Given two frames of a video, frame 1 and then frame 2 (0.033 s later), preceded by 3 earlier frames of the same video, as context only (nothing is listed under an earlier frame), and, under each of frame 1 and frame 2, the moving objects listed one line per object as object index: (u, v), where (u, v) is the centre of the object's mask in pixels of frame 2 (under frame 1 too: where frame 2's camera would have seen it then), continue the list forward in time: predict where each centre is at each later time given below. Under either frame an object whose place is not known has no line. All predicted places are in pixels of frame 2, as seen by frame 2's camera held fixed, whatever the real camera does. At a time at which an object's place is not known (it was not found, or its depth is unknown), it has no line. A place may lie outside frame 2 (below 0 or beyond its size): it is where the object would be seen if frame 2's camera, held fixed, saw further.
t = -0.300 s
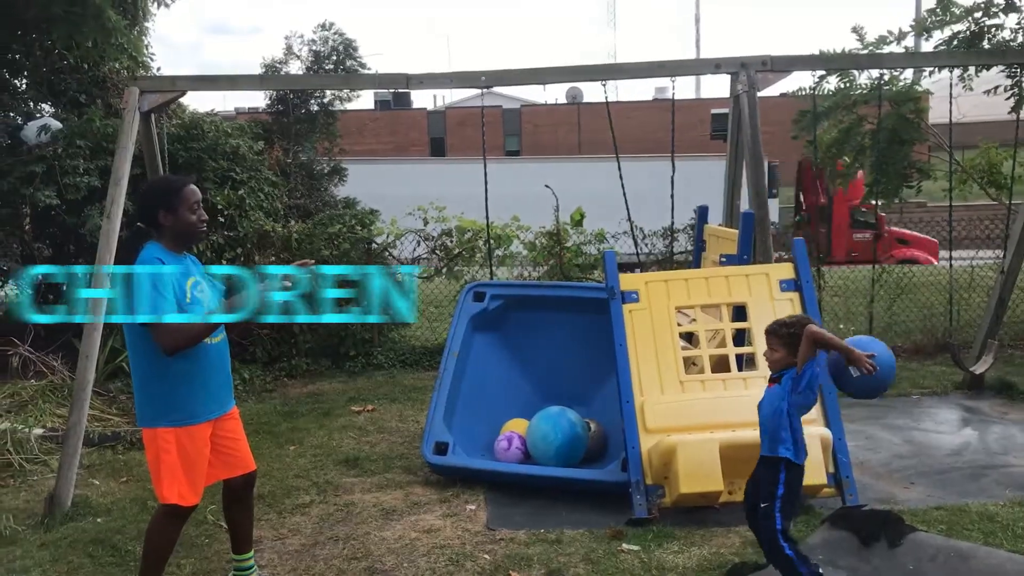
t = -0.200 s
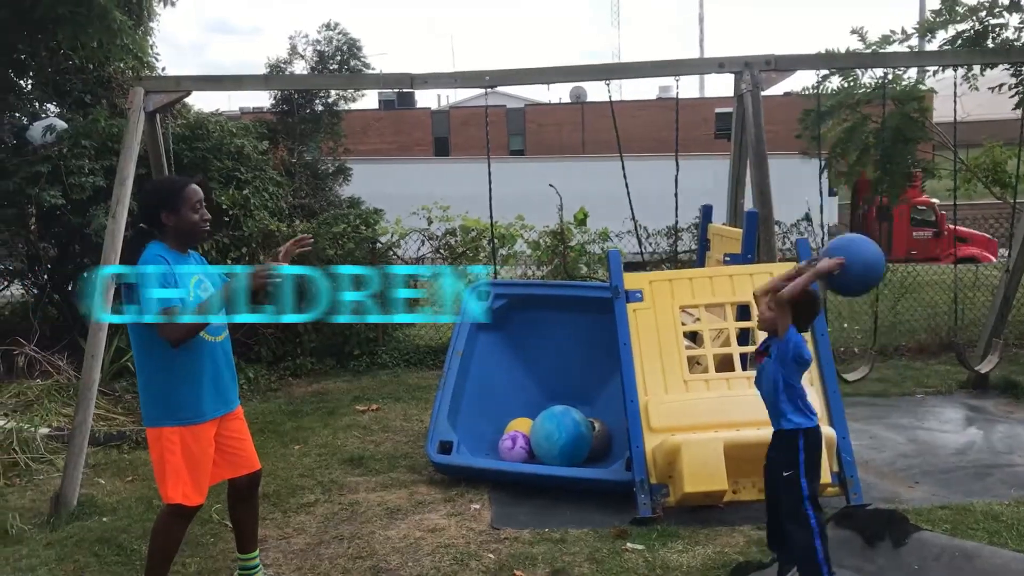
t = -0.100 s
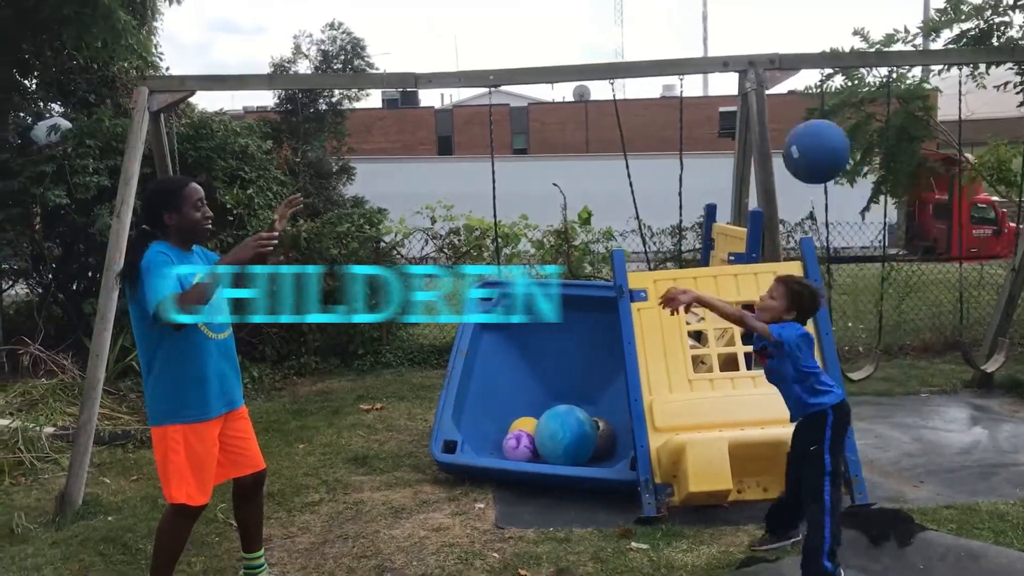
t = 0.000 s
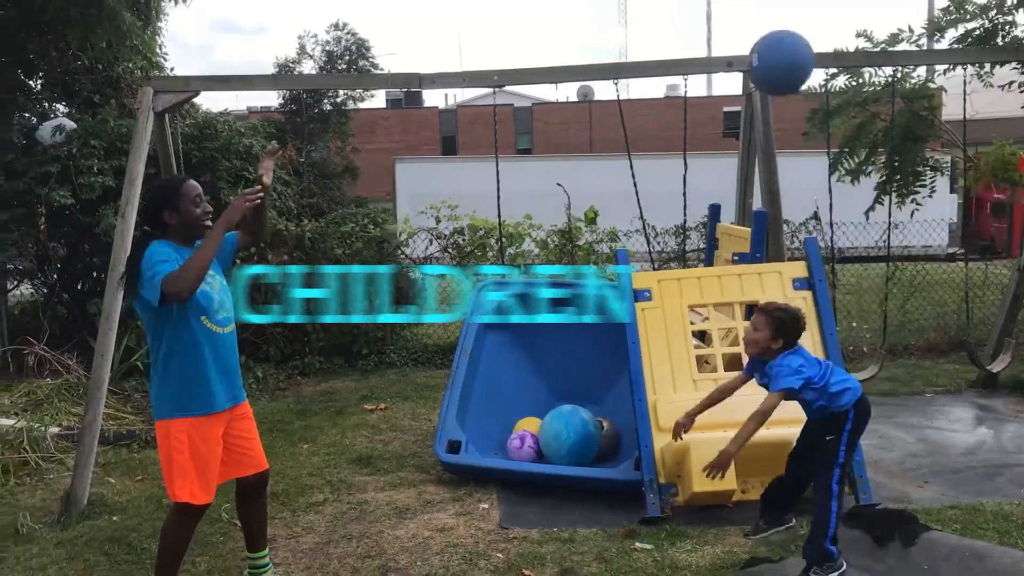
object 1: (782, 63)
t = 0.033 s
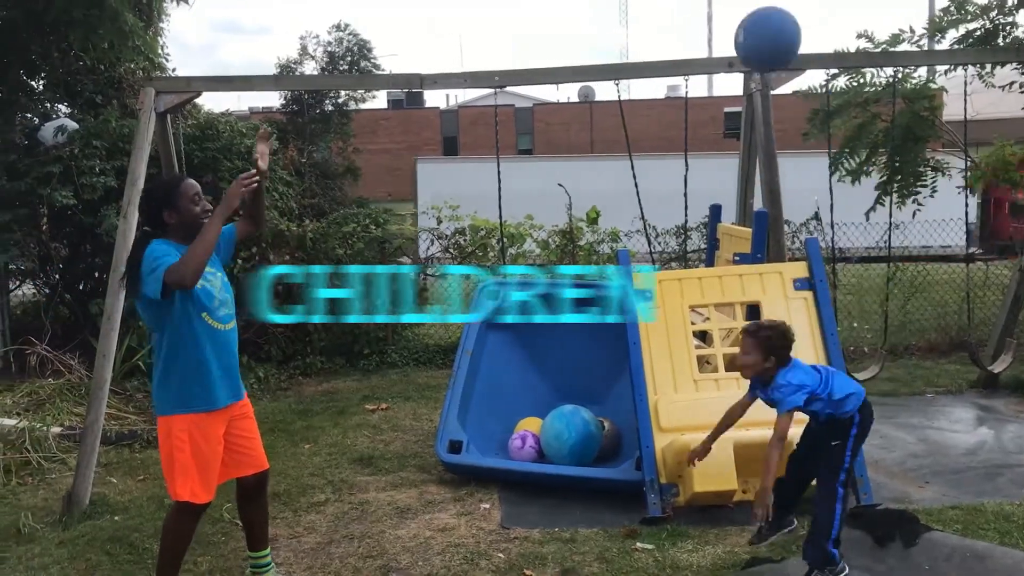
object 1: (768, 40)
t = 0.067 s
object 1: (753, 24)
